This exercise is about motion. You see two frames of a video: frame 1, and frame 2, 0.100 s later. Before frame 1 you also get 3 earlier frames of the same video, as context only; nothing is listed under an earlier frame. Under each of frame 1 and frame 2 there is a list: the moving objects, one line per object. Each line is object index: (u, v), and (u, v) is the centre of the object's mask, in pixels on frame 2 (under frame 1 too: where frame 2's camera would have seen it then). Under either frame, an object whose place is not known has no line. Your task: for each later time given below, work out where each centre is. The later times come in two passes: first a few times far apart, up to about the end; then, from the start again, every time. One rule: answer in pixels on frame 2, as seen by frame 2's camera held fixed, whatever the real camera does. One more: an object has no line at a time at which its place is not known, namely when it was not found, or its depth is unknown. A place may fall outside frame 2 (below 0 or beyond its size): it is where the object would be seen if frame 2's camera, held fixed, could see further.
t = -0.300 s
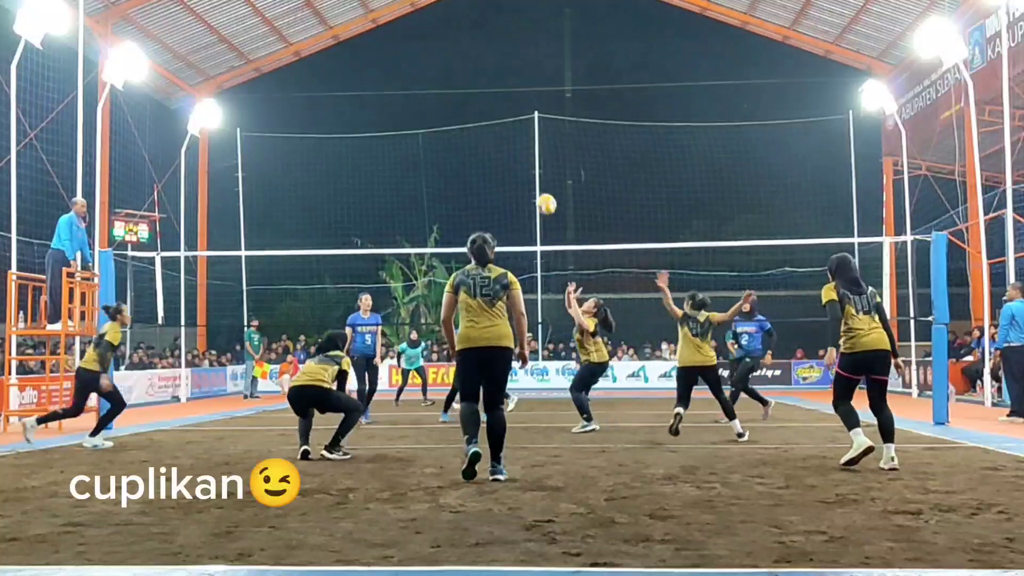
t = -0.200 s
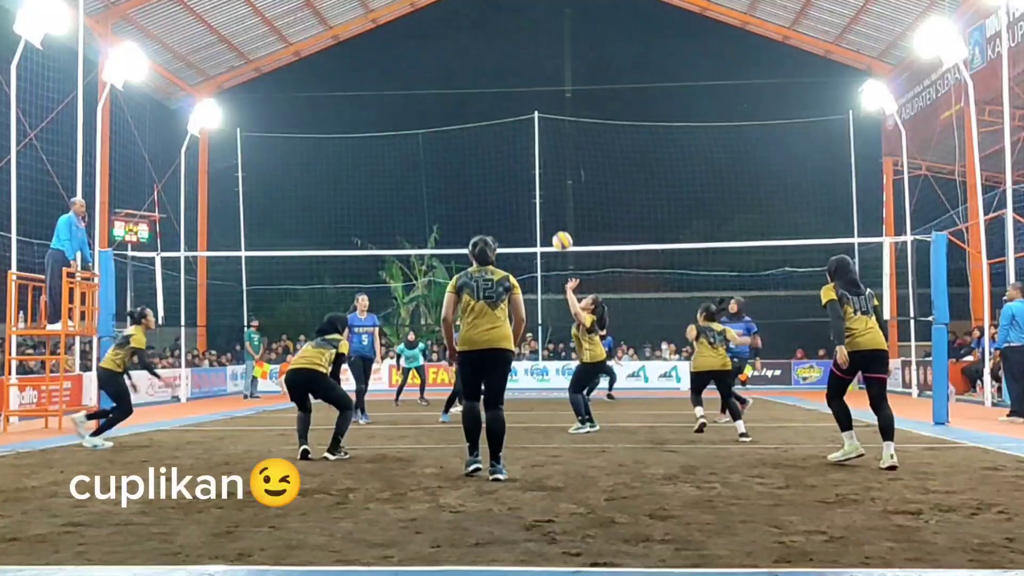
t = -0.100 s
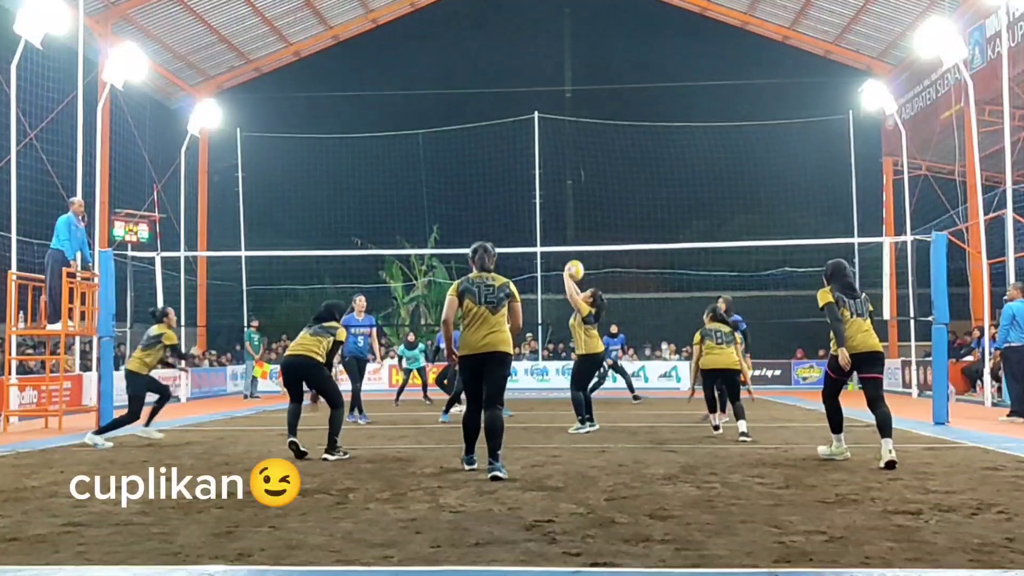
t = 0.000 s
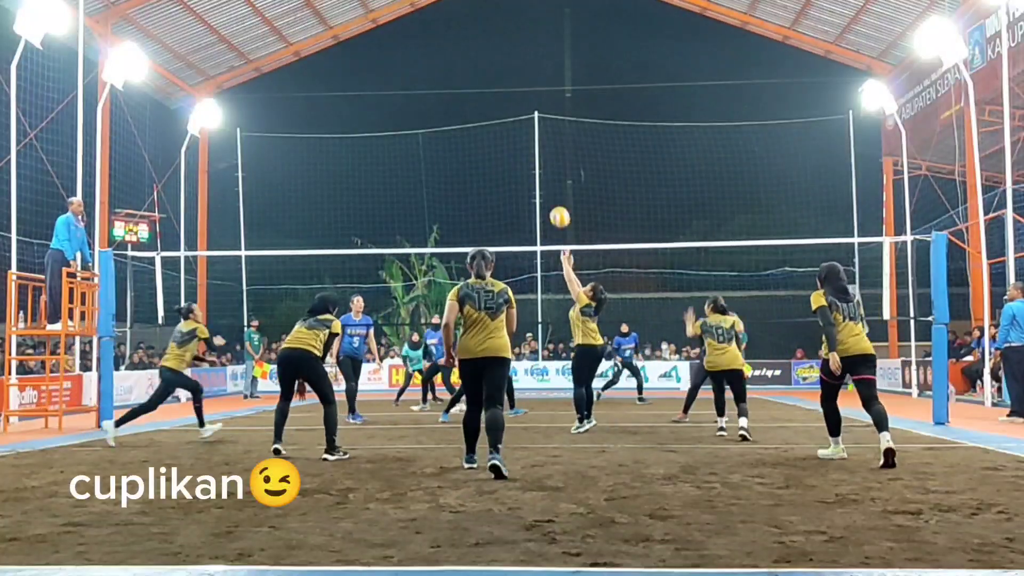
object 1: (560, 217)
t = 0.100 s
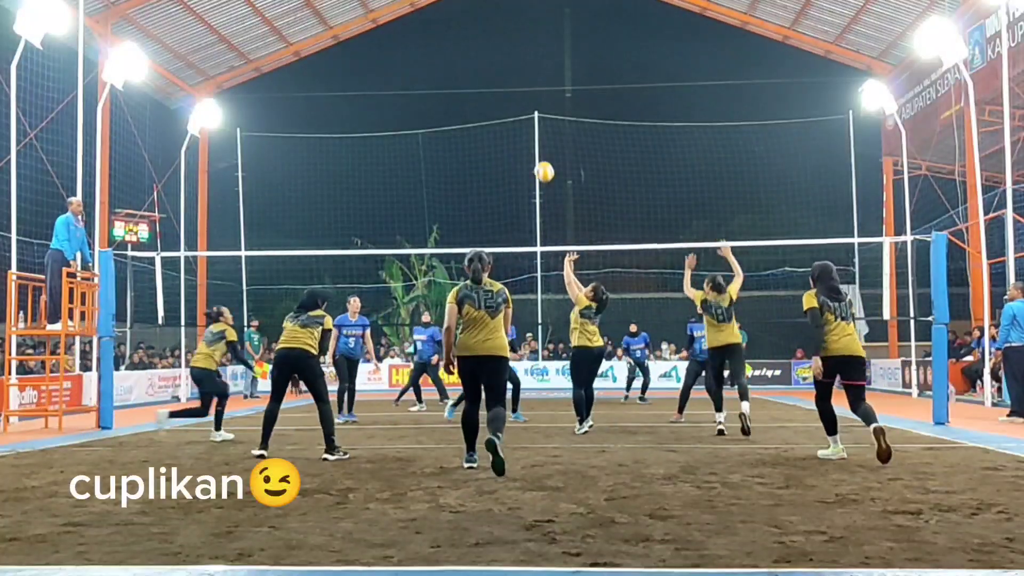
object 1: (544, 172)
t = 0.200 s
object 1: (529, 136)
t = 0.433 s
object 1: (496, 86)
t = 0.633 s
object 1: (470, 79)
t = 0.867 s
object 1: (441, 112)
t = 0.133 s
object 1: (539, 159)
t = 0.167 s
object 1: (534, 146)
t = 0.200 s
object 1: (529, 136)
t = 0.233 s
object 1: (524, 126)
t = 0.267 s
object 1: (519, 116)
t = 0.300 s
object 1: (515, 108)
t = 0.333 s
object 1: (510, 101)
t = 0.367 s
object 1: (505, 95)
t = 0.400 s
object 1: (501, 90)
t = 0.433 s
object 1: (496, 86)
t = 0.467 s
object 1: (492, 82)
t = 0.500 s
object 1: (487, 80)
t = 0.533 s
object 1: (483, 78)
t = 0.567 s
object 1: (479, 78)
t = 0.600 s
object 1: (474, 78)
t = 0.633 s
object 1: (470, 79)
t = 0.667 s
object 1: (466, 82)
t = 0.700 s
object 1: (462, 85)
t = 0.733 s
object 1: (458, 88)
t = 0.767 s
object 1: (453, 93)
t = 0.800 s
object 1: (449, 98)
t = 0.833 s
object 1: (445, 105)
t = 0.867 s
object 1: (441, 112)
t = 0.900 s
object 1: (438, 120)
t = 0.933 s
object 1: (434, 129)
